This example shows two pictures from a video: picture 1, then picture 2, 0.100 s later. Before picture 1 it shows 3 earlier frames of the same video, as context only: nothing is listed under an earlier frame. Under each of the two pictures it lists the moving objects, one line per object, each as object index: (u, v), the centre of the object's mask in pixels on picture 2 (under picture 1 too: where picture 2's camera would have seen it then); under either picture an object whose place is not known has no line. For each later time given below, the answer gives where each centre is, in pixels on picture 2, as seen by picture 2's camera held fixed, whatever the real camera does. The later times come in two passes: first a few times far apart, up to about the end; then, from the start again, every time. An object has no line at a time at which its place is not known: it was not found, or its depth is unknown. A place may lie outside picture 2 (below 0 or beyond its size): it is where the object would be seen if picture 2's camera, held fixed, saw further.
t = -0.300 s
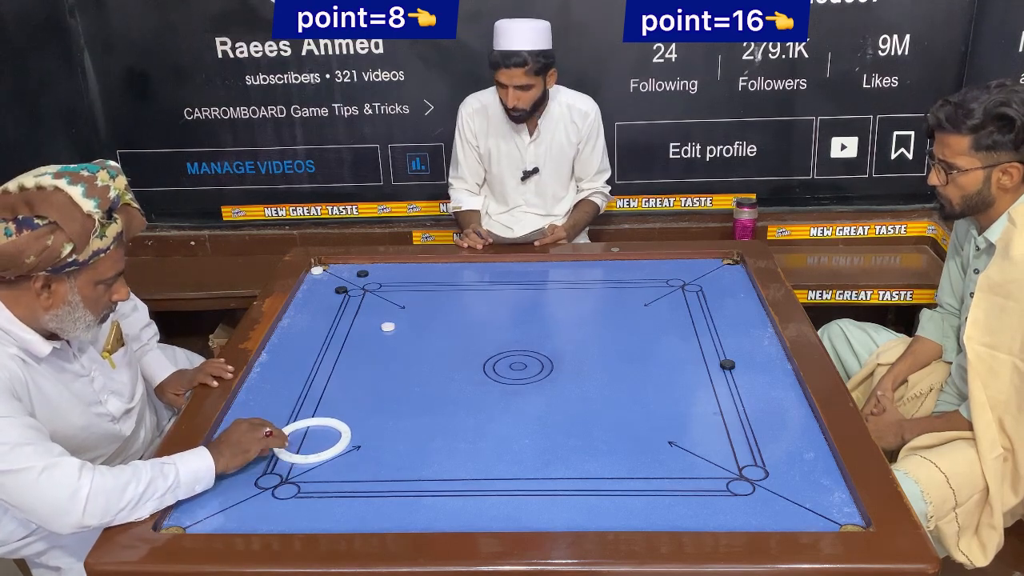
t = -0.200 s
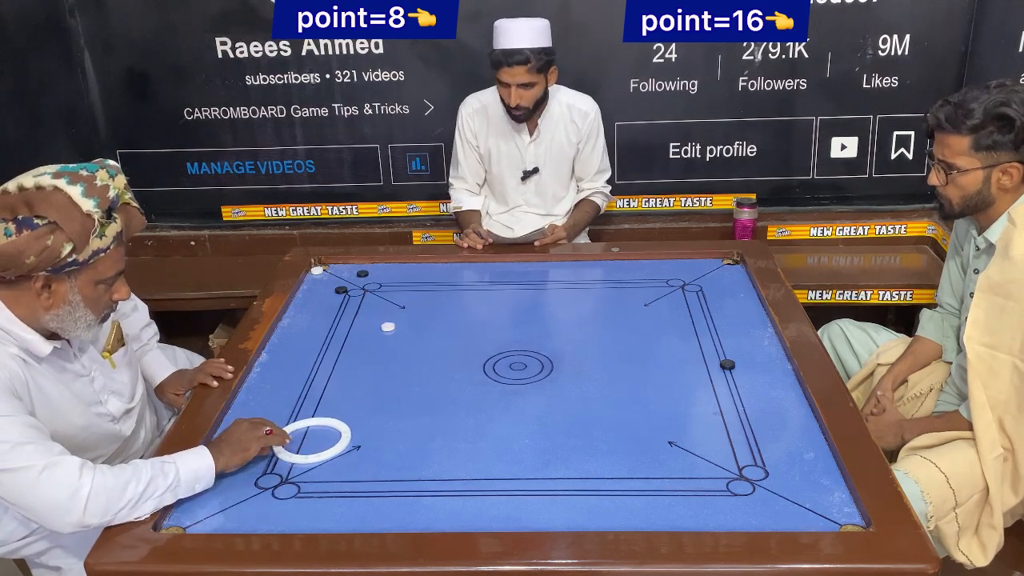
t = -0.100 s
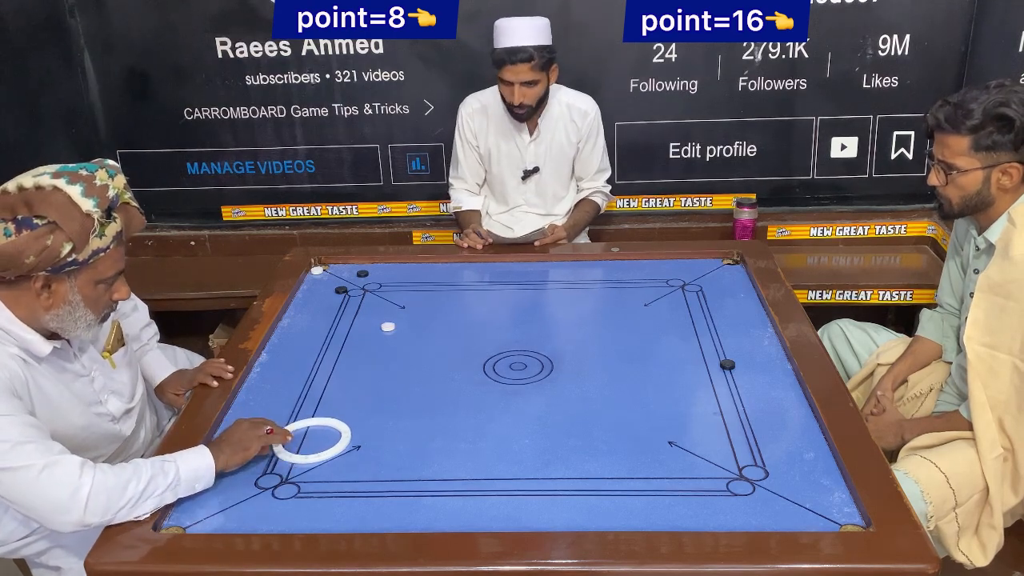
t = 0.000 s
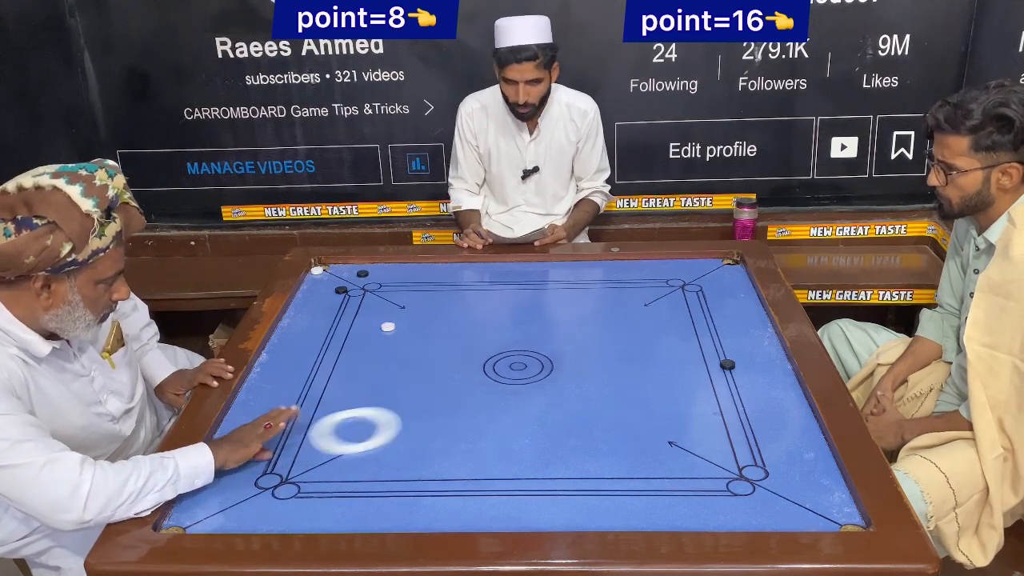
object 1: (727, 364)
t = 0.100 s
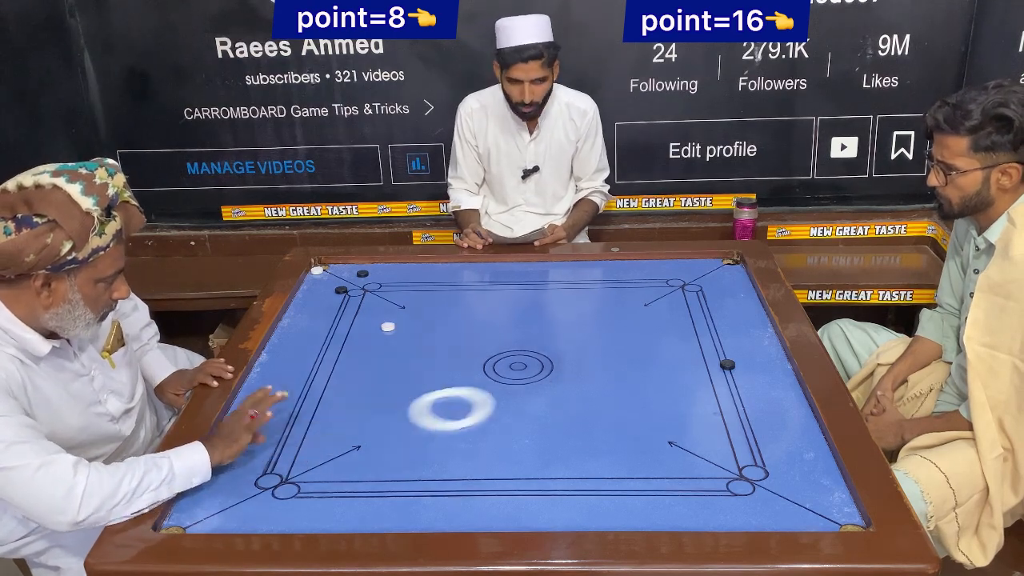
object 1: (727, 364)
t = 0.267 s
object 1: (727, 364)
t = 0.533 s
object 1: (784, 381)
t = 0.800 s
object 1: (733, 404)
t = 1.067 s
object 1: (680, 427)
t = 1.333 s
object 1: (628, 448)
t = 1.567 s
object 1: (583, 466)
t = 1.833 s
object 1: (535, 482)
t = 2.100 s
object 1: (492, 496)
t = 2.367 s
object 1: (454, 505)
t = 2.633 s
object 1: (424, 510)
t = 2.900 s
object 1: (402, 512)
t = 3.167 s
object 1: (391, 511)
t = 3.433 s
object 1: (387, 510)
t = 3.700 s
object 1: (387, 509)
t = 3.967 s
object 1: (387, 509)
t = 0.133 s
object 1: (727, 364)
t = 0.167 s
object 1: (727, 364)
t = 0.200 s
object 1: (727, 364)
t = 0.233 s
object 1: (727, 364)
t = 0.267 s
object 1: (727, 364)
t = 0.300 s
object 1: (727, 364)
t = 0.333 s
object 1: (727, 364)
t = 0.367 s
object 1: (727, 364)
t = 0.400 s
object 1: (736, 366)
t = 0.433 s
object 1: (754, 370)
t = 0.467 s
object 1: (771, 374)
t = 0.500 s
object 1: (790, 378)
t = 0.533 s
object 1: (784, 381)
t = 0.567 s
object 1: (777, 384)
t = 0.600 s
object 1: (771, 387)
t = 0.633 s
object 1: (765, 390)
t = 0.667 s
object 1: (758, 393)
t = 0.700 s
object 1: (752, 396)
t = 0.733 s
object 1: (746, 398)
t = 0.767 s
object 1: (739, 402)
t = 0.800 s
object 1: (733, 404)
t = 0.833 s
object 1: (726, 407)
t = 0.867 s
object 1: (719, 410)
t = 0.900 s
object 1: (713, 413)
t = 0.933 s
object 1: (706, 416)
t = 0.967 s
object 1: (700, 418)
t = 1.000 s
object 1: (693, 421)
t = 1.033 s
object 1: (686, 424)
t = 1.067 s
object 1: (680, 427)
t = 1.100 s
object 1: (673, 430)
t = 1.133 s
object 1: (667, 433)
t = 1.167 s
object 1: (660, 435)
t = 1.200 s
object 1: (654, 438)
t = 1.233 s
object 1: (647, 441)
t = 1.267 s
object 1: (641, 443)
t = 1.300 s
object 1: (634, 446)
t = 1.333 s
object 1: (628, 448)
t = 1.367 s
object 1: (621, 451)
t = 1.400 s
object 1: (615, 454)
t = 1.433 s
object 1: (608, 456)
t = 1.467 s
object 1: (602, 459)
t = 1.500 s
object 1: (596, 461)
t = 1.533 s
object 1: (590, 463)
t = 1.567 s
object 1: (583, 466)
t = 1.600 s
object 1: (577, 468)
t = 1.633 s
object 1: (571, 470)
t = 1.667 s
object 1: (565, 472)
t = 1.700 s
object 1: (559, 474)
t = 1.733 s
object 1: (553, 476)
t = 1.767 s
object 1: (547, 478)
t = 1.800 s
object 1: (541, 480)
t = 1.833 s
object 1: (535, 482)
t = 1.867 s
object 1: (530, 483)
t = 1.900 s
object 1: (524, 485)
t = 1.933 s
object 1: (519, 488)
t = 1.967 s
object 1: (513, 489)
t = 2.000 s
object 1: (508, 490)
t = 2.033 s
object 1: (502, 492)
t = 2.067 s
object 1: (497, 494)
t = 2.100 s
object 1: (492, 496)
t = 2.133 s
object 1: (487, 497)
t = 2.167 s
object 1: (482, 498)
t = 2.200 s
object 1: (478, 499)
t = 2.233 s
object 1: (473, 500)
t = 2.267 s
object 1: (468, 502)
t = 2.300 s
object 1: (463, 503)
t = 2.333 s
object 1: (459, 504)
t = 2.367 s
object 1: (454, 505)
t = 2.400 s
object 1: (450, 506)
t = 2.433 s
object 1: (446, 507)
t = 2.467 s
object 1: (442, 507)
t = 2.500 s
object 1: (438, 508)
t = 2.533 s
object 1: (434, 509)
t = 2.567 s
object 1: (431, 509)
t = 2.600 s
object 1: (427, 510)
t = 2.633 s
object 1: (424, 510)
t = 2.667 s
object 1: (421, 510)
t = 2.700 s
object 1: (417, 511)
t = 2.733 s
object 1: (415, 511)
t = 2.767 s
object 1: (412, 511)
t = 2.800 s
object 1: (409, 511)
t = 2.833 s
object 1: (407, 511)
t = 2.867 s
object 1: (404, 512)
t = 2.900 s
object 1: (402, 512)
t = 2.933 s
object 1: (400, 511)
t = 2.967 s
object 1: (399, 511)
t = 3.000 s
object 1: (397, 511)
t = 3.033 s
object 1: (396, 511)
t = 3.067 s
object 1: (394, 511)
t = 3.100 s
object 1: (393, 511)
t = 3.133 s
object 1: (392, 511)
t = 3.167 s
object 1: (391, 511)
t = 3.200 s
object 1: (390, 511)
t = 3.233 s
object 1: (389, 510)
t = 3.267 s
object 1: (389, 510)
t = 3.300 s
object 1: (388, 510)
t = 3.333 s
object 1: (388, 510)
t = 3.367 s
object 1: (387, 510)
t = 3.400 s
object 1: (387, 510)
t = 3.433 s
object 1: (387, 510)
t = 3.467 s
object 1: (387, 509)
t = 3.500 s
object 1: (387, 509)
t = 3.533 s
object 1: (387, 509)
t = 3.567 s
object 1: (387, 509)
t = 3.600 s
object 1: (387, 509)
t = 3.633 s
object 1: (387, 509)
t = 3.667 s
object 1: (387, 509)
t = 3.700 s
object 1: (387, 509)
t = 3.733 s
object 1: (387, 509)
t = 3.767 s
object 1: (387, 509)
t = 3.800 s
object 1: (387, 509)
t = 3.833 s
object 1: (387, 509)
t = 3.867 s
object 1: (387, 509)
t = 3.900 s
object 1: (387, 509)
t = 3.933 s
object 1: (387, 509)
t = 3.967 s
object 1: (387, 509)
